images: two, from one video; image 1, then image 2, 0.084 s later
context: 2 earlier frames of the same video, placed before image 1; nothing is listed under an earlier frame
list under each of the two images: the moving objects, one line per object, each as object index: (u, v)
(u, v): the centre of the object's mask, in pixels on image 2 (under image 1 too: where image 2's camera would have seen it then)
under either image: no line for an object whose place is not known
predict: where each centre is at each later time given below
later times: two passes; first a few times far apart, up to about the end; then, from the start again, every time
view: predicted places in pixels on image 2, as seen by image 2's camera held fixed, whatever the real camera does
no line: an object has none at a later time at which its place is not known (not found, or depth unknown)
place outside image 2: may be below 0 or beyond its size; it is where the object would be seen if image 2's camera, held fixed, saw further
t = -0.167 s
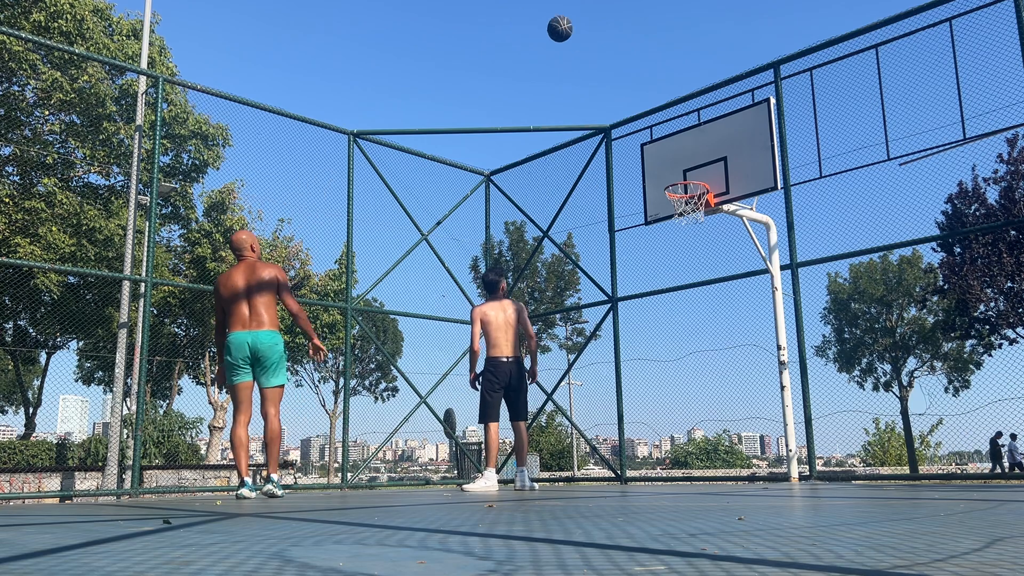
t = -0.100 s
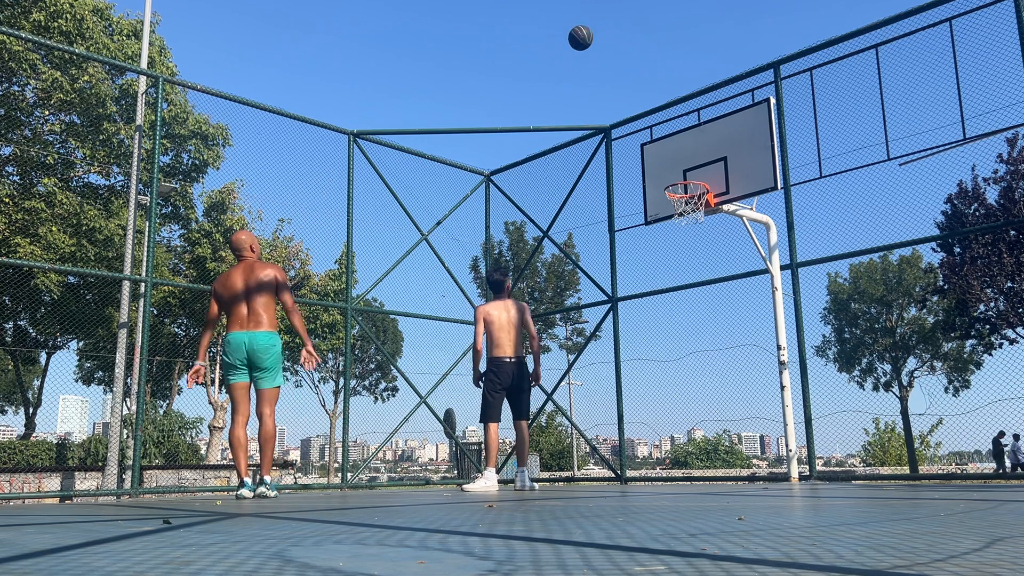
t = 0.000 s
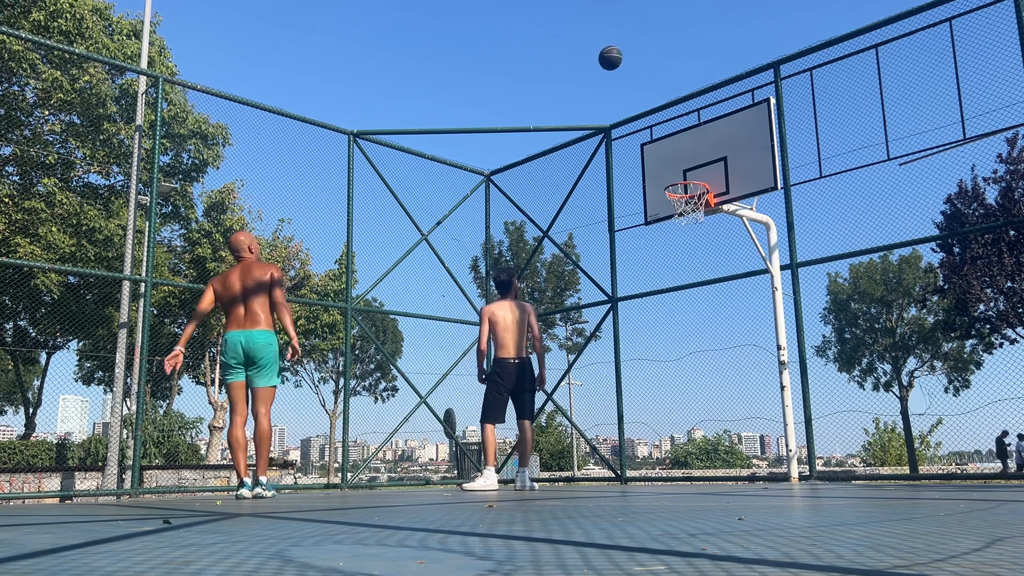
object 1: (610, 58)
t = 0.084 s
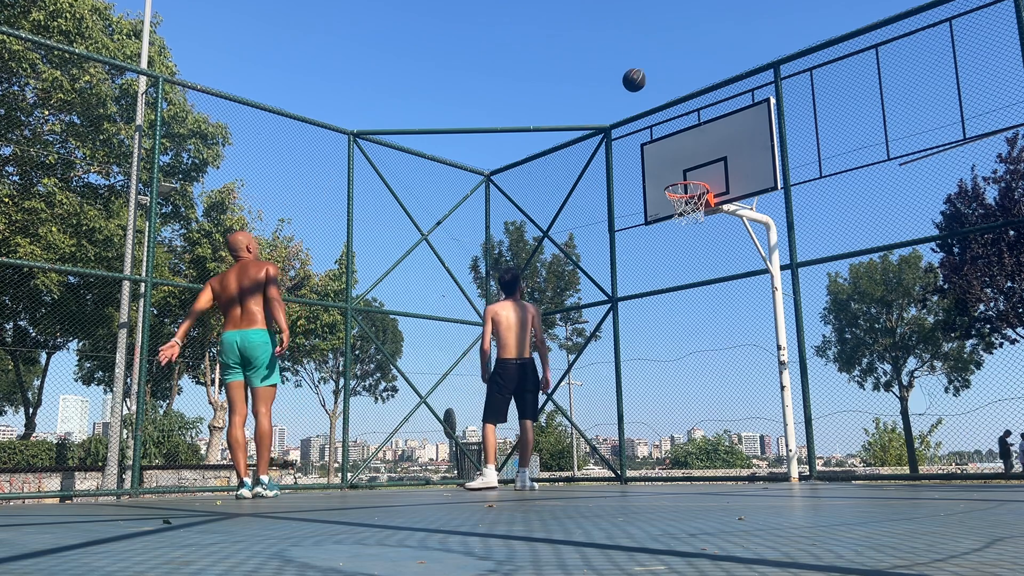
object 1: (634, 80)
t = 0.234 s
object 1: (675, 131)
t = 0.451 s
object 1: (701, 160)
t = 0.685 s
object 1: (669, 143)
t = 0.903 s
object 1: (639, 164)
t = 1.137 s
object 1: (609, 230)
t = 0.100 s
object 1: (639, 85)
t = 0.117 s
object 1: (643, 90)
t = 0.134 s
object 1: (648, 95)
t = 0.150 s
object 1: (652, 101)
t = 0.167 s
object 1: (657, 107)
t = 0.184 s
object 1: (662, 112)
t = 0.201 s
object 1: (666, 119)
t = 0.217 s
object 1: (670, 125)
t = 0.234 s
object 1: (675, 131)
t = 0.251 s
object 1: (679, 138)
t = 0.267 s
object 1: (684, 145)
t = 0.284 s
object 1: (688, 152)
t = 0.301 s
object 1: (692, 159)
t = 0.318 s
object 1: (697, 167)
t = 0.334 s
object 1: (702, 173)
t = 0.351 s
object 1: (704, 175)
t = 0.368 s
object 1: (703, 173)
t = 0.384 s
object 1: (702, 170)
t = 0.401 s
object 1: (702, 167)
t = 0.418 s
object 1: (701, 165)
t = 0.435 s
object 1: (701, 163)
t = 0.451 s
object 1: (701, 160)
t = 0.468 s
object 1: (700, 159)
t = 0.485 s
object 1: (698, 156)
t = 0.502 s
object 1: (695, 154)
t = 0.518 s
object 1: (692, 153)
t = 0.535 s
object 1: (690, 150)
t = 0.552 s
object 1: (687, 149)
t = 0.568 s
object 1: (685, 147)
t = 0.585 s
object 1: (683, 146)
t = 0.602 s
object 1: (680, 145)
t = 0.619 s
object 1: (678, 144)
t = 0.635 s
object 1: (676, 143)
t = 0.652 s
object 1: (673, 143)
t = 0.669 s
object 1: (671, 143)
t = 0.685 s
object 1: (669, 143)
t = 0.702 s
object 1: (666, 143)
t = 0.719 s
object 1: (664, 143)
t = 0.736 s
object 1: (662, 144)
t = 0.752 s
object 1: (659, 145)
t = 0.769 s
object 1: (657, 146)
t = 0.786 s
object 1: (655, 147)
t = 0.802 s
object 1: (652, 150)
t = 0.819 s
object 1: (650, 151)
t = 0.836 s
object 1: (648, 153)
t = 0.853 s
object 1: (645, 156)
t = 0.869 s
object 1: (643, 159)
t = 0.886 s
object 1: (641, 161)
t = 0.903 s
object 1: (639, 164)
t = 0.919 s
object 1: (637, 167)
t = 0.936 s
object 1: (634, 171)
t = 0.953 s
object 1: (633, 174)
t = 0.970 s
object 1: (630, 178)
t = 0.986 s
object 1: (628, 182)
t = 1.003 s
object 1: (626, 187)
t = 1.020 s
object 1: (624, 191)
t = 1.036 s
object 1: (622, 196)
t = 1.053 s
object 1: (620, 201)
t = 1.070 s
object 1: (618, 206)
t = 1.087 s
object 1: (615, 212)
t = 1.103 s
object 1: (613, 217)
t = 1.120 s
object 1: (611, 224)
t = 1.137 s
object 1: (609, 230)
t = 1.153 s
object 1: (607, 237)
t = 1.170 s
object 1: (604, 243)
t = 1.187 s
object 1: (603, 250)
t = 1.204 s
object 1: (600, 257)
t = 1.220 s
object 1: (598, 265)
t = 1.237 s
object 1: (597, 273)
